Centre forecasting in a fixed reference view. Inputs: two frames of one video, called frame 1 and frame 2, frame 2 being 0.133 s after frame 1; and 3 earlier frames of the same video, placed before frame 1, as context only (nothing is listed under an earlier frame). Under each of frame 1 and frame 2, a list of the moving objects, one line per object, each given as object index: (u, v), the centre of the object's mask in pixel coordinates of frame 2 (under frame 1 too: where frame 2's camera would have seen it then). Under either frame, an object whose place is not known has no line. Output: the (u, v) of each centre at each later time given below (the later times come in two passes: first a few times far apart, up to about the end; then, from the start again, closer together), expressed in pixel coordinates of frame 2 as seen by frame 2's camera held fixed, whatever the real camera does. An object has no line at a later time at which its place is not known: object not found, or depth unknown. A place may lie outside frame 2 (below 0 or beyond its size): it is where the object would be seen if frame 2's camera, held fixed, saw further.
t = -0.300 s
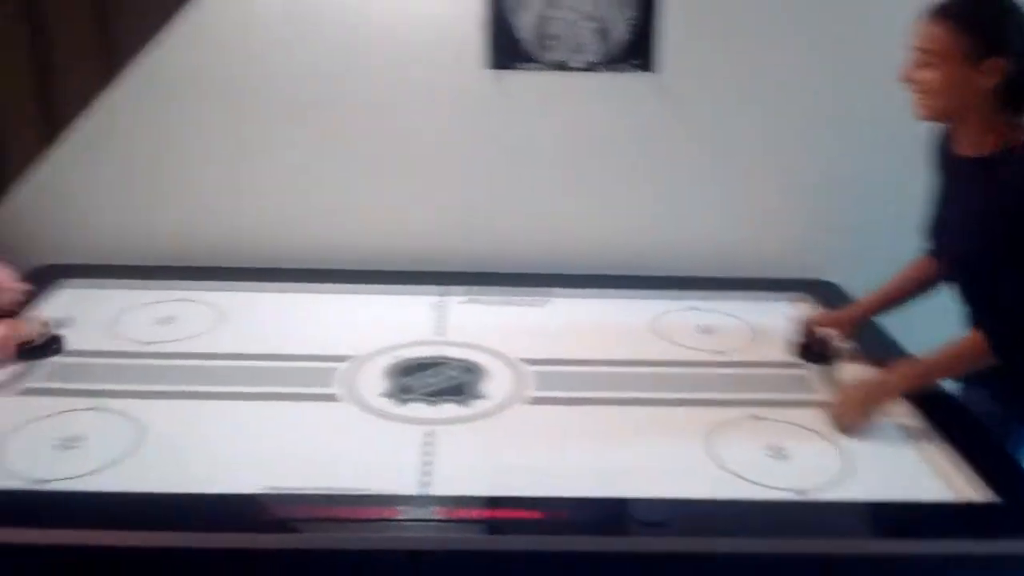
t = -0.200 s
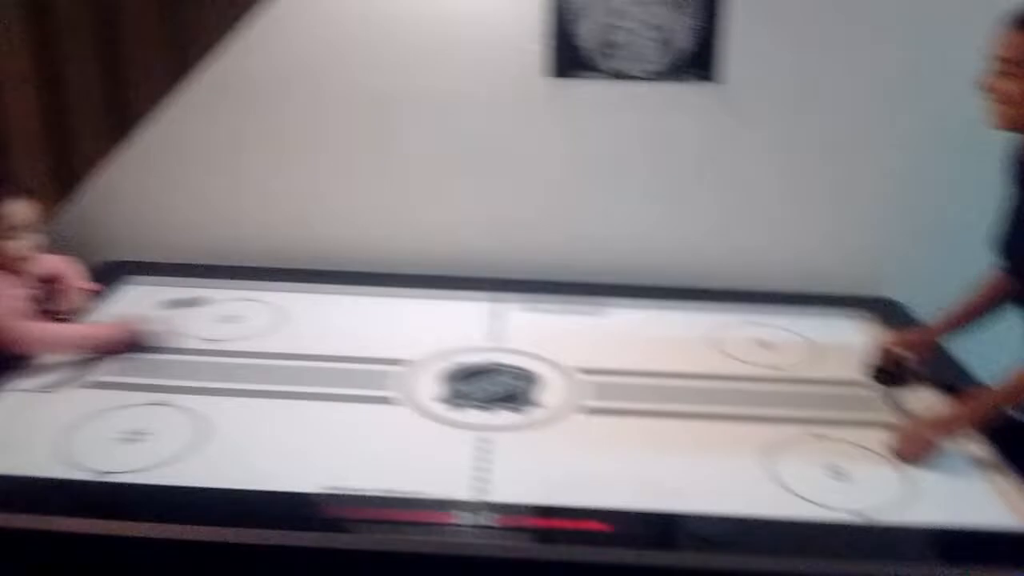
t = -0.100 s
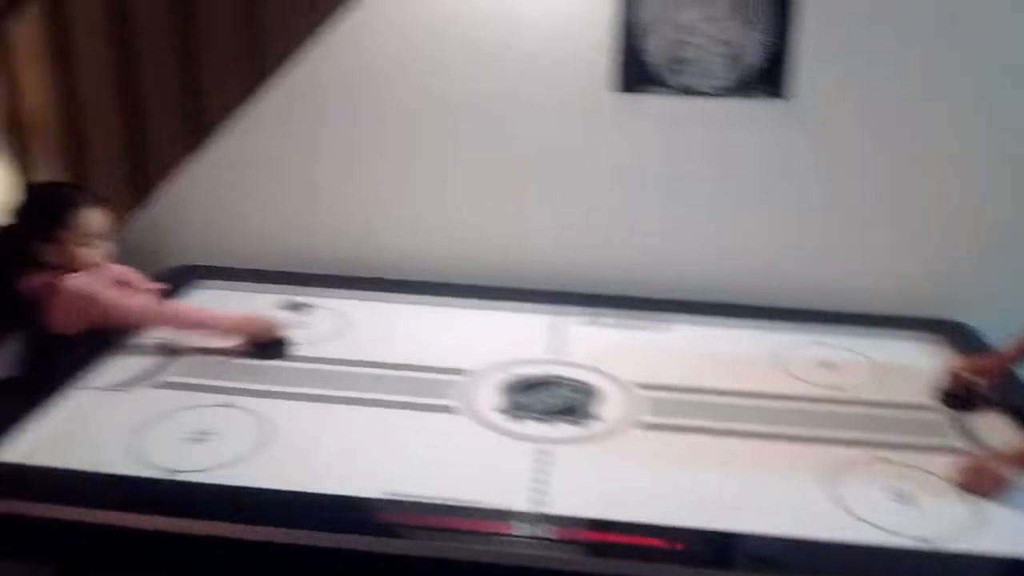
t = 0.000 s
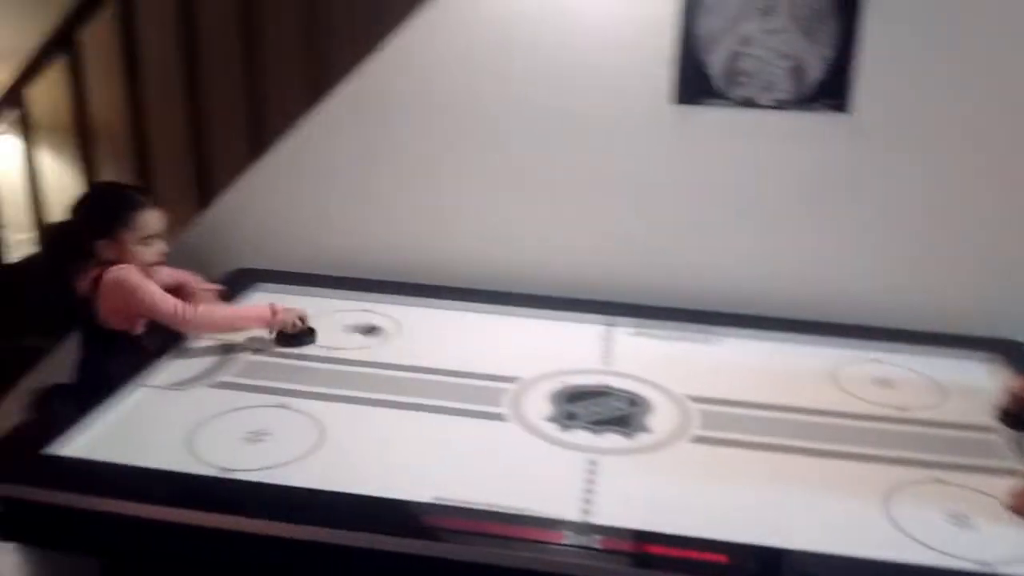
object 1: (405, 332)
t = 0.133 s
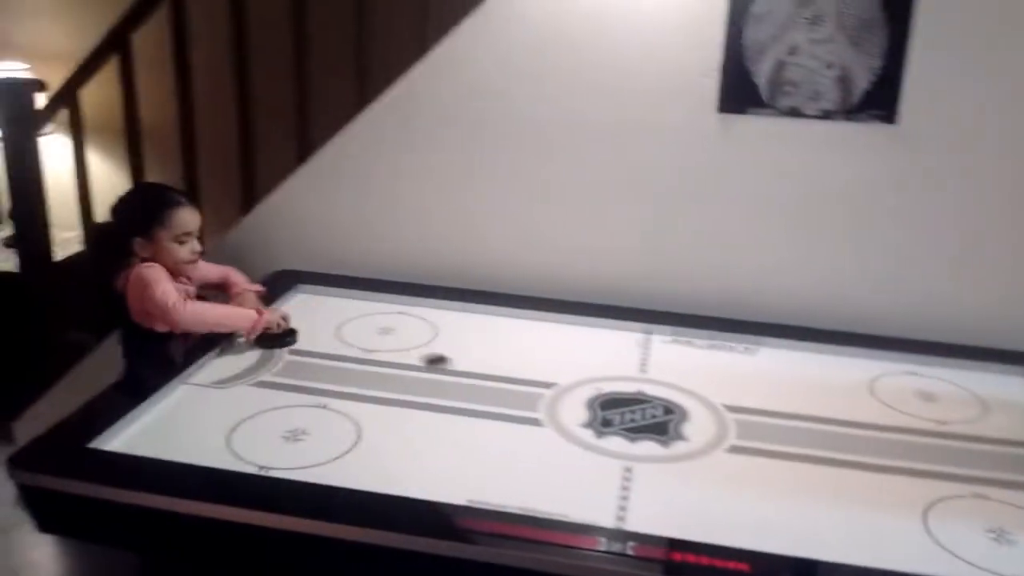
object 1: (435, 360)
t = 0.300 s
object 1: (475, 399)
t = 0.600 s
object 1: (566, 488)
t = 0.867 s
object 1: (657, 506)
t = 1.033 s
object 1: (701, 483)
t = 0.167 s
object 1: (442, 368)
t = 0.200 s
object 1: (450, 375)
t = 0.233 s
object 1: (459, 383)
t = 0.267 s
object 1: (467, 391)
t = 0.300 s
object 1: (475, 399)
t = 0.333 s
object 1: (484, 408)
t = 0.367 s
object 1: (493, 417)
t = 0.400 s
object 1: (503, 425)
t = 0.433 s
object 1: (513, 436)
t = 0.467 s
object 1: (523, 446)
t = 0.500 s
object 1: (533, 456)
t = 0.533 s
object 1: (544, 466)
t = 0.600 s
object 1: (566, 488)
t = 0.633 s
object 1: (577, 498)
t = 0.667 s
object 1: (590, 510)
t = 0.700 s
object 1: (602, 519)
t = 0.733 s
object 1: (614, 524)
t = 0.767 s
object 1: (625, 521)
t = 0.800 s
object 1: (636, 517)
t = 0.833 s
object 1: (647, 511)
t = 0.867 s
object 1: (657, 506)
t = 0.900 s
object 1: (666, 501)
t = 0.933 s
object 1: (675, 497)
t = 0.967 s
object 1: (684, 492)
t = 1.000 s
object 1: (692, 488)
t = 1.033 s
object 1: (701, 483)
